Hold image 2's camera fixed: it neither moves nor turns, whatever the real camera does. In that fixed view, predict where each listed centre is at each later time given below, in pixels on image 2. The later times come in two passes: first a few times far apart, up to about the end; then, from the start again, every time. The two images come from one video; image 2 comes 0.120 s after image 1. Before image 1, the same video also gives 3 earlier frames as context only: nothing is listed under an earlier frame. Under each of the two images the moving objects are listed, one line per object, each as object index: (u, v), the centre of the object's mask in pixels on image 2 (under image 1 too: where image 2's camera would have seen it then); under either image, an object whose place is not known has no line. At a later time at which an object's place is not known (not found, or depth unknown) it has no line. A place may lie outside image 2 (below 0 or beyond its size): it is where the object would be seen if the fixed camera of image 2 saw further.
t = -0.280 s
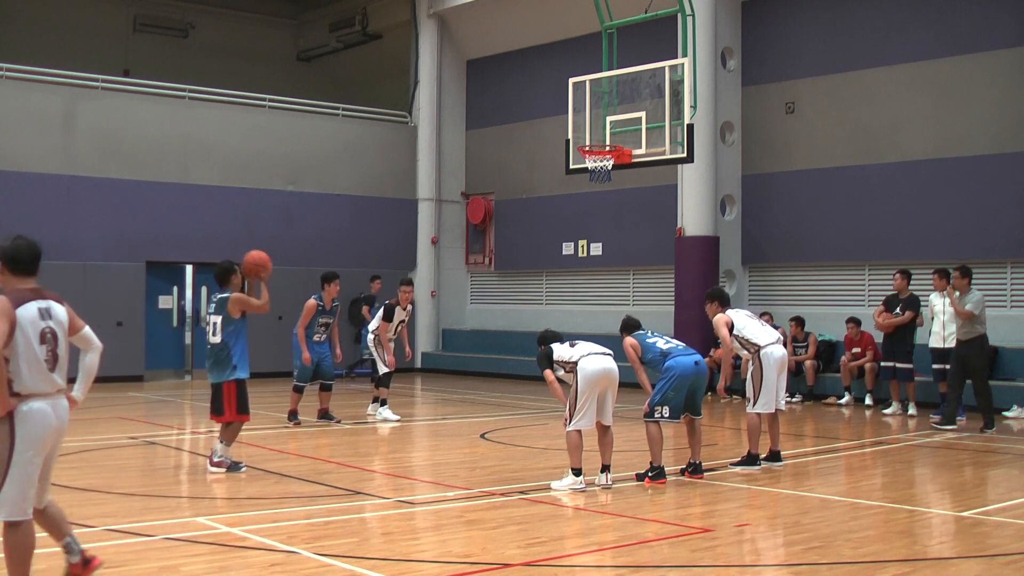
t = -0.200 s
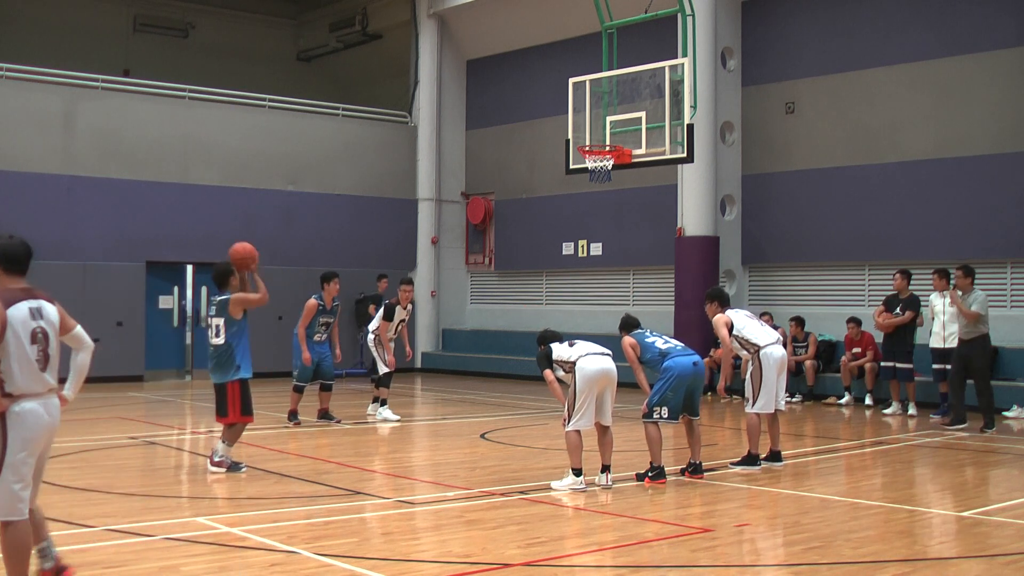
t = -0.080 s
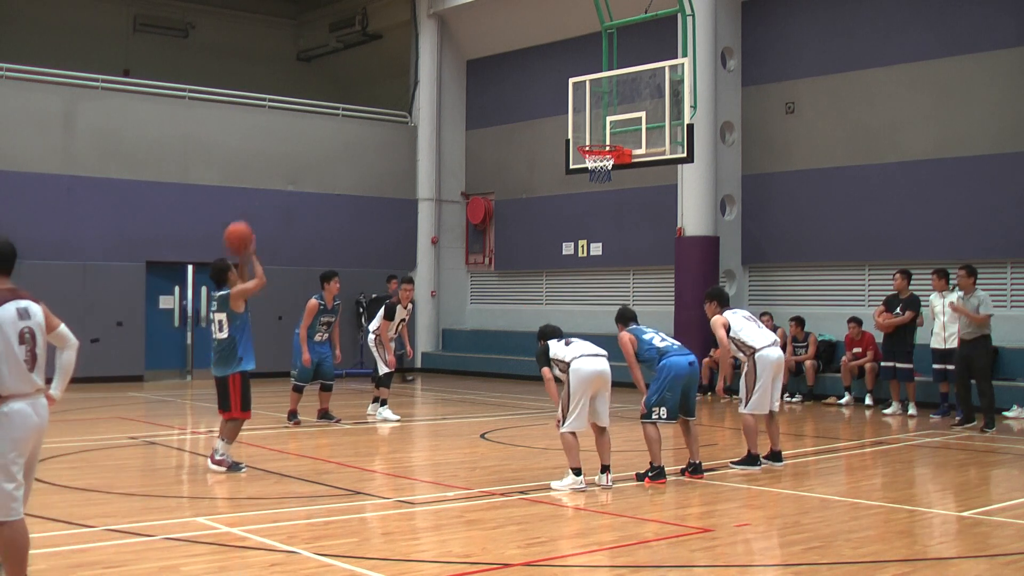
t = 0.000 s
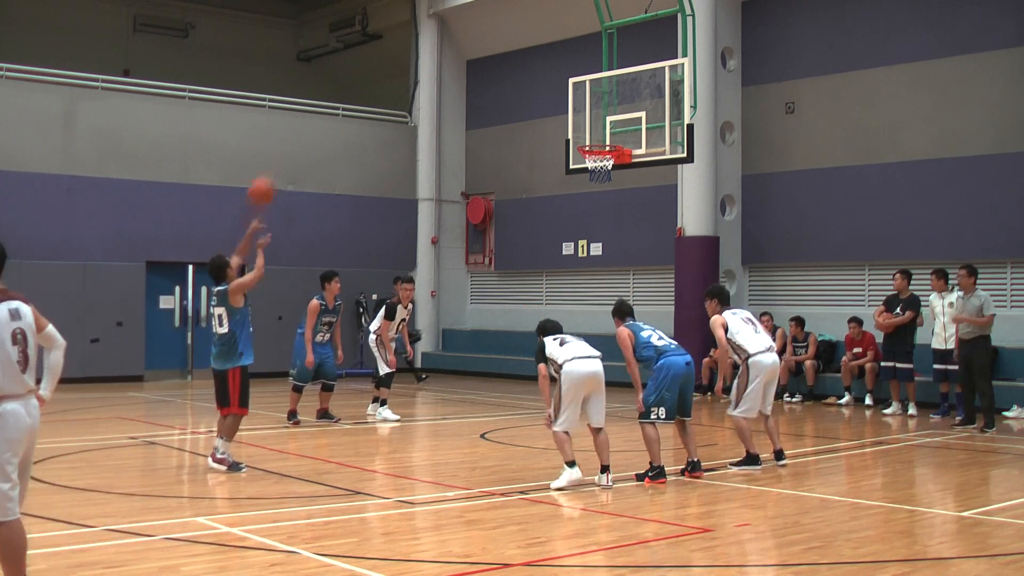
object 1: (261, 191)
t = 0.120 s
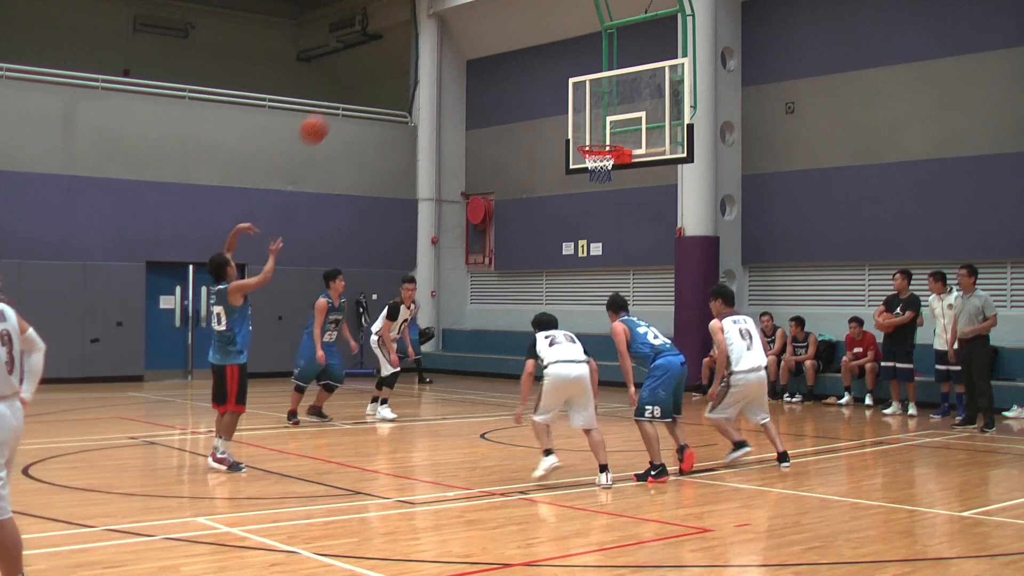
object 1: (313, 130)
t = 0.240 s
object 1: (362, 85)
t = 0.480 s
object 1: (448, 46)
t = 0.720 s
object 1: (525, 65)
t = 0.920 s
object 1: (581, 119)
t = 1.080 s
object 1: (606, 179)
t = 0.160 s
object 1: (330, 112)
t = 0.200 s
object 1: (347, 97)
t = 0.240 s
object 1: (362, 85)
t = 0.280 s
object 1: (377, 73)
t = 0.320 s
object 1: (392, 65)
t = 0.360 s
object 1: (406, 58)
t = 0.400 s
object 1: (421, 53)
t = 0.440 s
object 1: (435, 48)
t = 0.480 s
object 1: (448, 46)
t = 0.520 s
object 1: (462, 46)
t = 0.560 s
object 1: (475, 47)
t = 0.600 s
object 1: (488, 49)
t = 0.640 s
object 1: (500, 54)
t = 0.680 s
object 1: (512, 58)
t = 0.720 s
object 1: (525, 65)
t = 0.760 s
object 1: (536, 73)
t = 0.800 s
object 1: (548, 82)
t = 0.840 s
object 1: (559, 93)
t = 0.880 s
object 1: (570, 105)
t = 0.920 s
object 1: (581, 119)
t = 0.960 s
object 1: (592, 134)
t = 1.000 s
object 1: (603, 147)
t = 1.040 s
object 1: (611, 162)
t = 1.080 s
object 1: (606, 179)
